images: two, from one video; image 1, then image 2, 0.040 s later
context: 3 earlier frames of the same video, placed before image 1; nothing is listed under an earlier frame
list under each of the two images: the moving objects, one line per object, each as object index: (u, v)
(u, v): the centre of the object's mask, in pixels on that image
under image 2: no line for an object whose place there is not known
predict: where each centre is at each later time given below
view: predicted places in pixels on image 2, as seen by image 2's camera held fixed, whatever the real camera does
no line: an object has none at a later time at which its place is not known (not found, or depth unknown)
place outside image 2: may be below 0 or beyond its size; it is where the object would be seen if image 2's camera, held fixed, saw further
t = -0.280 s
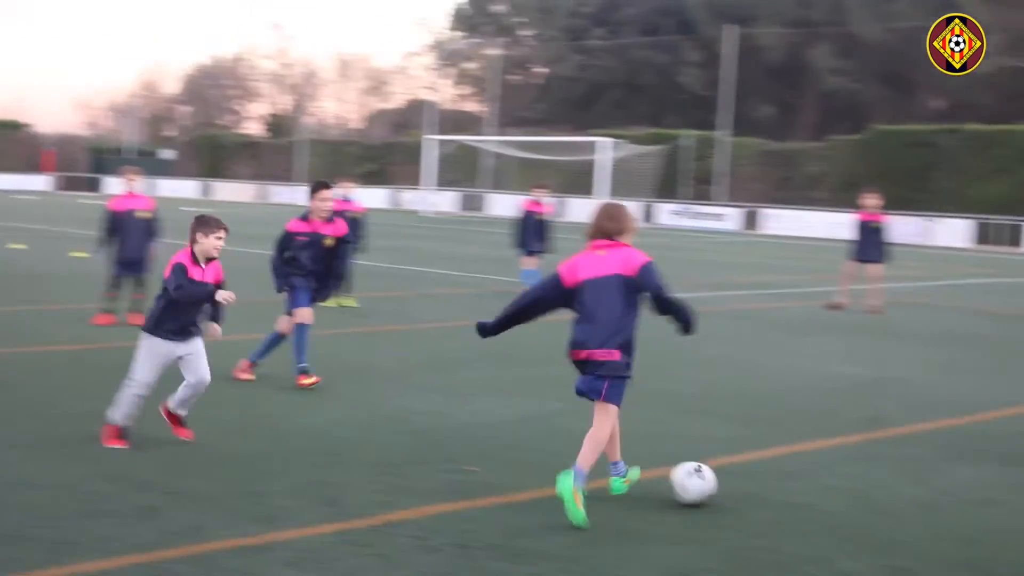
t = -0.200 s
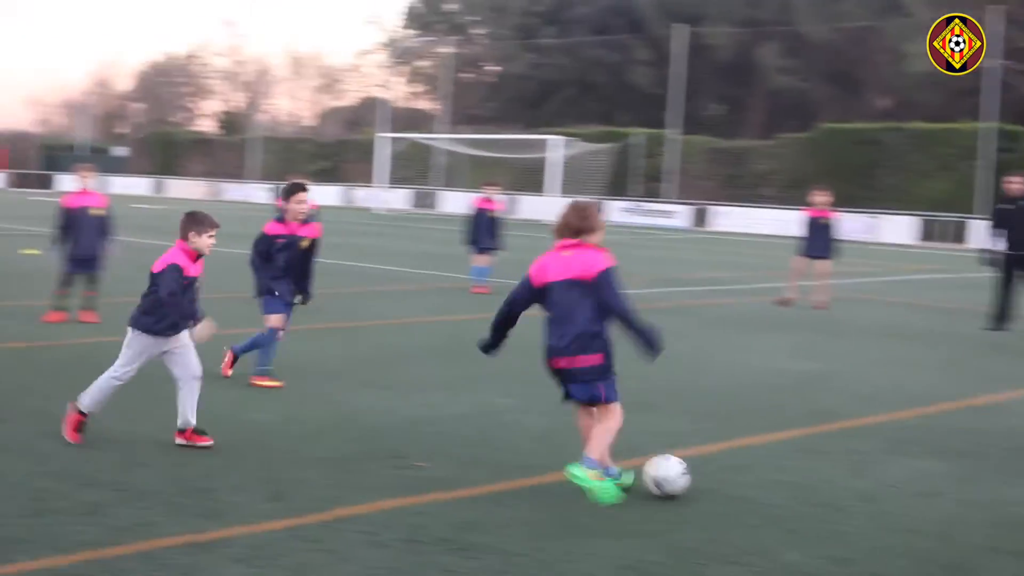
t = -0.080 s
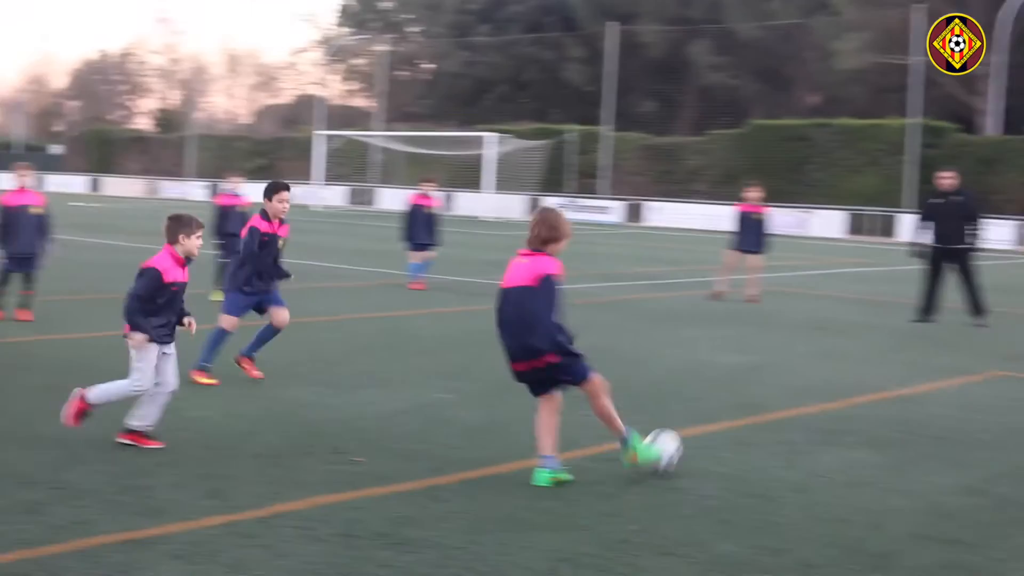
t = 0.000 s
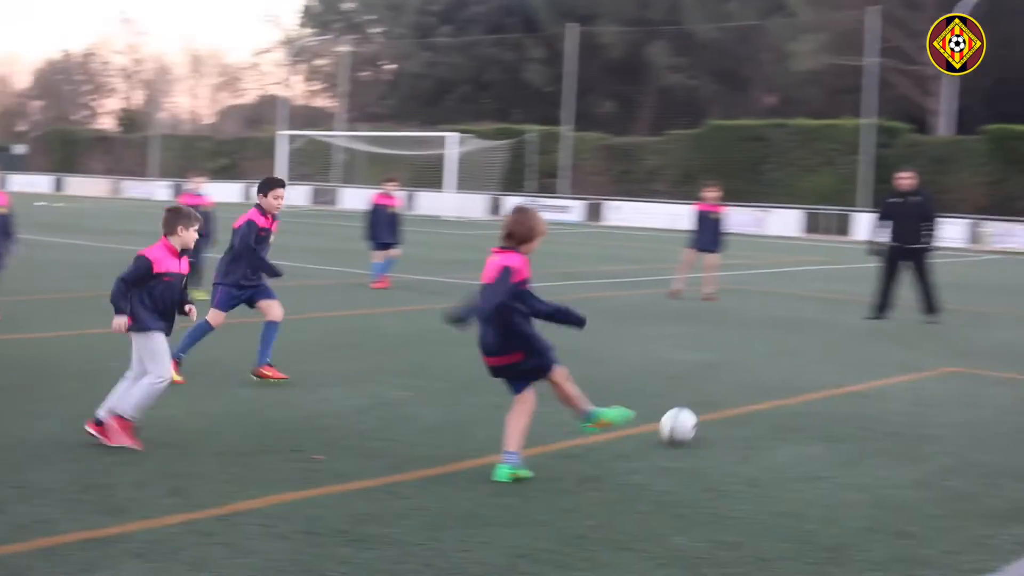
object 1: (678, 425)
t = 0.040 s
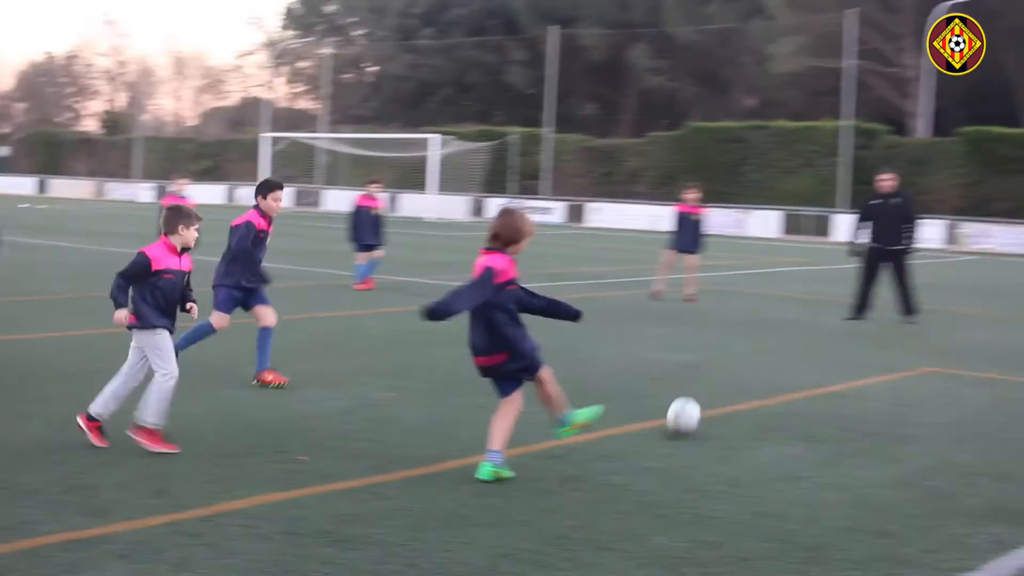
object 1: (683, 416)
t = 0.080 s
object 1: (705, 403)
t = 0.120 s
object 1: (722, 394)
